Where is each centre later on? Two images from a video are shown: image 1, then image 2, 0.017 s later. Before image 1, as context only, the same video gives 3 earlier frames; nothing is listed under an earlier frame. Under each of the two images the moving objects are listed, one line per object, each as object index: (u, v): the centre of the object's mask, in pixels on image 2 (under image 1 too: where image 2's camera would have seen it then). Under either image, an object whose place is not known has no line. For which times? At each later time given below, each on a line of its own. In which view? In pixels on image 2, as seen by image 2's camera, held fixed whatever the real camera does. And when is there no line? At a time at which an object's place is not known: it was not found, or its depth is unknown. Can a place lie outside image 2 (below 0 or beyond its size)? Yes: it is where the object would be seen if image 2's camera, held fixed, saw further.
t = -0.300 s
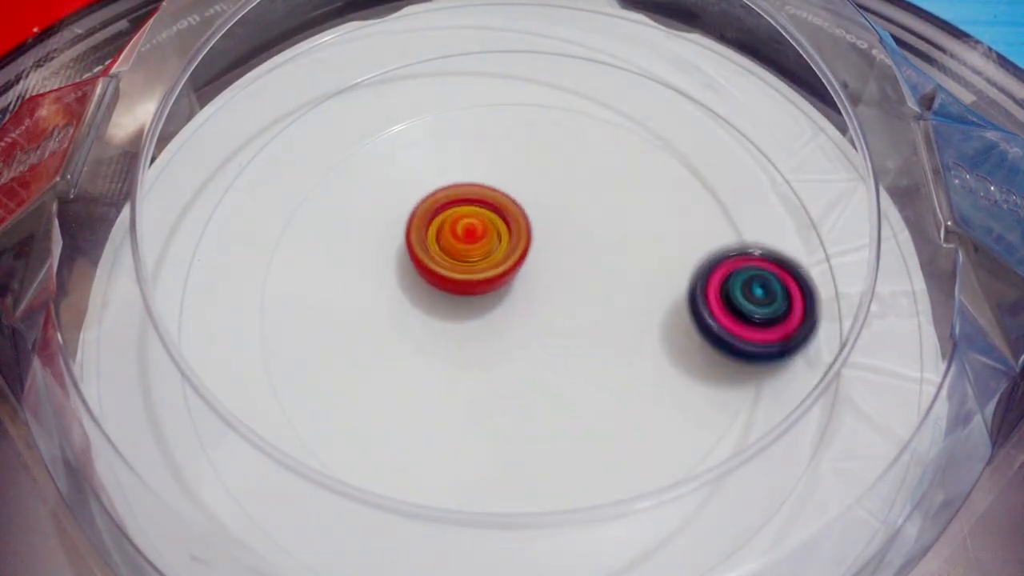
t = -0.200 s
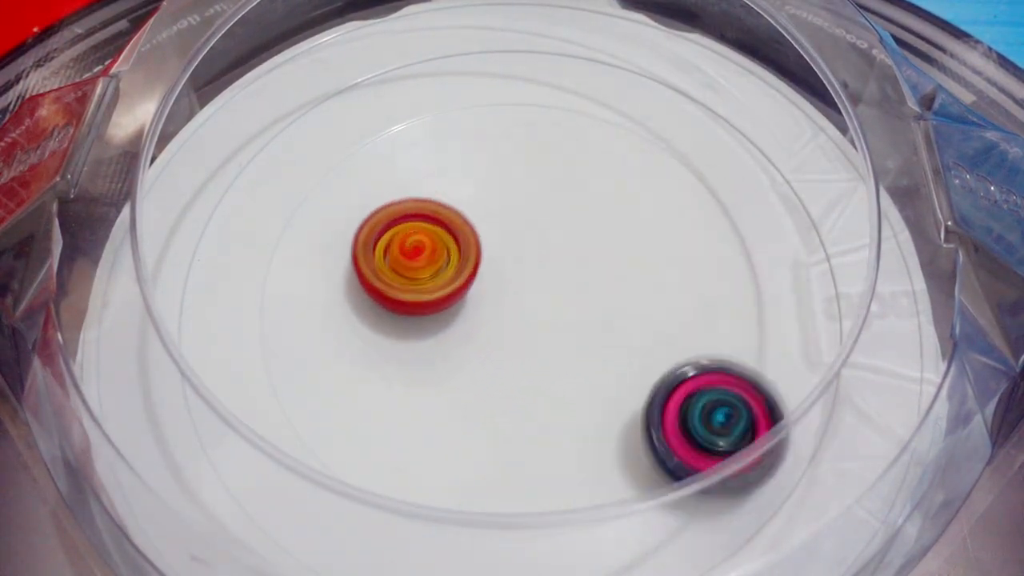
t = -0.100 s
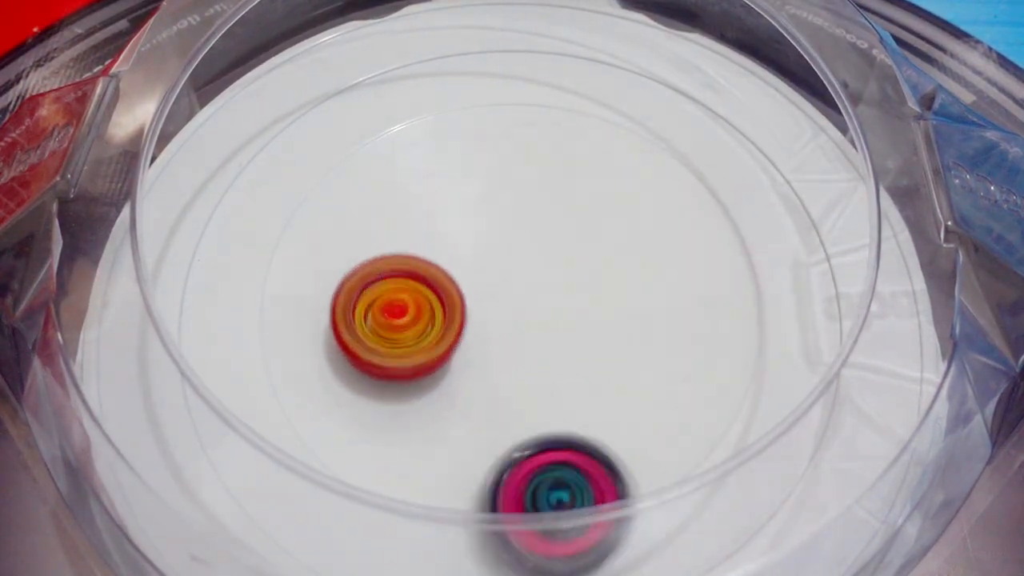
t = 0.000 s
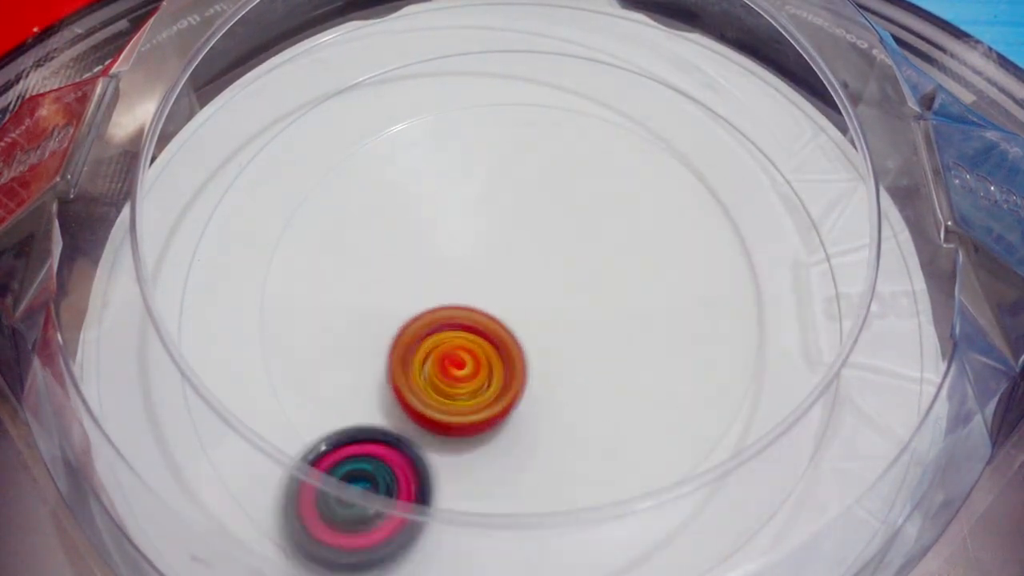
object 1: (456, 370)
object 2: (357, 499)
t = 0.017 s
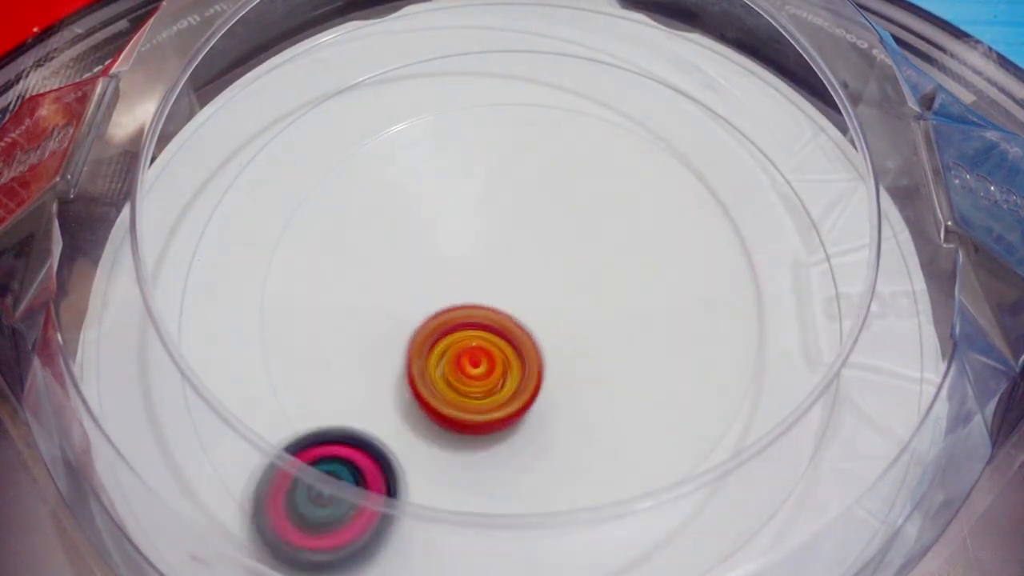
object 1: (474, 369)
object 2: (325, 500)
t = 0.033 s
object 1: (492, 365)
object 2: (294, 502)
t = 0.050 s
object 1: (510, 361)
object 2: (265, 502)
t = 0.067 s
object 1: (529, 353)
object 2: (246, 488)
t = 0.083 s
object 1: (548, 343)
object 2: (235, 466)
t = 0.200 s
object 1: (625, 240)
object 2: (198, 353)
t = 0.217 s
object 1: (628, 223)
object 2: (199, 338)
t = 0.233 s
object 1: (629, 207)
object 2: (197, 326)
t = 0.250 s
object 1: (627, 191)
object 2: (196, 313)
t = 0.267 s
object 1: (623, 175)
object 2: (206, 298)
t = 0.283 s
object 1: (617, 160)
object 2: (203, 288)
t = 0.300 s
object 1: (609, 146)
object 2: (193, 280)
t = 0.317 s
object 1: (600, 132)
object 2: (200, 269)
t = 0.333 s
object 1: (589, 120)
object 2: (199, 259)
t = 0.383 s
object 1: (549, 87)
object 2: (202, 232)
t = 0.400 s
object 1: (533, 78)
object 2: (204, 222)
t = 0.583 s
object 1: (385, 42)
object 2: (271, 147)
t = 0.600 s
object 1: (374, 45)
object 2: (278, 142)
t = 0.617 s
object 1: (364, 49)
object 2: (286, 137)
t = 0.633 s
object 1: (364, 44)
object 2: (279, 155)
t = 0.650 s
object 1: (377, 29)
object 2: (259, 189)
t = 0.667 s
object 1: (394, 27)
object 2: (240, 225)
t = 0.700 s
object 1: (439, 32)
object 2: (207, 299)
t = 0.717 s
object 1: (461, 36)
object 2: (180, 342)
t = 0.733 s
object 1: (483, 41)
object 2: (181, 373)
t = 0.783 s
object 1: (545, 52)
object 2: (229, 479)
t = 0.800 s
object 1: (563, 56)
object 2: (250, 511)
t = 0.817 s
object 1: (582, 60)
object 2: (278, 522)
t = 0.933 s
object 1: (695, 72)
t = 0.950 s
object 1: (706, 73)
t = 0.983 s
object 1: (725, 84)
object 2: (580, 563)
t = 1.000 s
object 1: (732, 89)
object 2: (605, 561)
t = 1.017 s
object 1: (737, 96)
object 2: (628, 558)
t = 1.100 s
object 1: (749, 133)
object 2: (727, 546)
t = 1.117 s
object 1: (753, 138)
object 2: (743, 544)
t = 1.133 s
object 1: (758, 144)
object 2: (758, 542)
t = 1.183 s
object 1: (777, 159)
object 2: (783, 531)
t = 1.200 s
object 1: (785, 163)
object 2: (788, 526)
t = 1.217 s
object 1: (794, 167)
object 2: (791, 522)
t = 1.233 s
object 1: (799, 171)
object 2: (794, 519)
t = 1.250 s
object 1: (801, 176)
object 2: (797, 515)
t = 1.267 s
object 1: (802, 183)
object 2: (798, 511)
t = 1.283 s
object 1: (802, 187)
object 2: (799, 508)
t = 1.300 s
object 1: (802, 193)
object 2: (799, 503)
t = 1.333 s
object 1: (803, 202)
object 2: (795, 496)
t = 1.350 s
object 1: (805, 207)
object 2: (792, 492)
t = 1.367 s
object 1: (808, 211)
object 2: (785, 489)
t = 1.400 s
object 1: (814, 221)
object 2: (767, 480)
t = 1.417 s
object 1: (816, 225)
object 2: (759, 474)
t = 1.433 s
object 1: (816, 230)
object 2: (750, 470)
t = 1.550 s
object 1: (818, 260)
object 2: (696, 455)
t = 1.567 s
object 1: (834, 266)
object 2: (686, 453)
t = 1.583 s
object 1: (834, 270)
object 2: (675, 451)
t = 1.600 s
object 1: (832, 274)
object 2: (655, 439)
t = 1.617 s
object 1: (832, 276)
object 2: (642, 439)
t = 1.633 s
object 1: (831, 280)
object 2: (629, 439)
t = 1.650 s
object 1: (832, 283)
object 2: (615, 438)
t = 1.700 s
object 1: (838, 294)
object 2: (561, 422)
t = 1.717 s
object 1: (837, 296)
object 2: (543, 415)
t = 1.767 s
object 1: (833, 301)
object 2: (488, 392)
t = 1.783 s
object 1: (832, 303)
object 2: (471, 382)
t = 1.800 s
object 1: (833, 306)
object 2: (455, 371)
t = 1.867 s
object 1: (839, 318)
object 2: (409, 317)
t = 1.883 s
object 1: (837, 319)
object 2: (404, 302)
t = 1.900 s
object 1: (835, 319)
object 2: (401, 287)
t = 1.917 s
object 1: (833, 319)
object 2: (401, 271)
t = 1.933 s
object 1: (832, 320)
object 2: (402, 257)
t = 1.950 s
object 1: (831, 322)
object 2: (404, 245)
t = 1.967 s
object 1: (832, 325)
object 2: (410, 232)
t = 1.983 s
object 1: (833, 329)
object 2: (418, 219)
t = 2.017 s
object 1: (836, 338)
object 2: (436, 200)
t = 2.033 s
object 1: (838, 342)
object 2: (447, 192)
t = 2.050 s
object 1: (838, 344)
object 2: (461, 185)
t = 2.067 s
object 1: (836, 346)
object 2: (474, 179)
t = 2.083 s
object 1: (834, 346)
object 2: (489, 175)
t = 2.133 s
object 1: (829, 351)
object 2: (536, 173)
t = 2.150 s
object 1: (828, 354)
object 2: (552, 175)
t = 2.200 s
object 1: (827, 368)
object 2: (600, 192)
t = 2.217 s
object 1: (824, 373)
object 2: (615, 200)
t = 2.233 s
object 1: (832, 382)
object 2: (630, 211)
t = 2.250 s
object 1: (829, 387)
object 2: (645, 223)
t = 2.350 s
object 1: (820, 406)
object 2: (688, 317)
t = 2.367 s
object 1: (818, 409)
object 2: (688, 335)
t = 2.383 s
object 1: (821, 417)
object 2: (682, 351)
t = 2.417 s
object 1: (837, 426)
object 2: (642, 370)
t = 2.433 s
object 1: (857, 444)
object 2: (620, 378)
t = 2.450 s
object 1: (856, 452)
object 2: (599, 385)
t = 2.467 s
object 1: (861, 460)
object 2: (577, 390)
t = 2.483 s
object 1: (863, 467)
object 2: (555, 393)
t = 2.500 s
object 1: (861, 472)
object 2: (532, 395)
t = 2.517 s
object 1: (854, 473)
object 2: (510, 394)
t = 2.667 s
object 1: (795, 500)
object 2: (370, 304)
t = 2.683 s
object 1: (789, 503)
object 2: (365, 288)
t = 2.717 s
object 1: (777, 507)
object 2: (361, 257)
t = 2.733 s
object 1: (772, 509)
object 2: (362, 242)
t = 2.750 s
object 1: (767, 509)
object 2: (365, 228)
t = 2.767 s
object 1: (762, 509)
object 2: (371, 215)
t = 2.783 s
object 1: (756, 508)
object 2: (378, 200)
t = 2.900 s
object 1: (702, 489)
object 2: (464, 137)
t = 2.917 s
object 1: (694, 489)
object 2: (479, 133)
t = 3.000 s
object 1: (652, 492)
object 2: (559, 131)
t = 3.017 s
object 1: (644, 492)
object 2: (574, 135)
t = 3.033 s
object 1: (636, 493)
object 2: (589, 141)
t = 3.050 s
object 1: (629, 493)
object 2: (602, 148)
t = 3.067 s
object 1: (623, 491)
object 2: (616, 157)
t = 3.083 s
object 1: (616, 488)
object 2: (629, 166)
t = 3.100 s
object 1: (610, 484)
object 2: (640, 177)
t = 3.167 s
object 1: (589, 446)
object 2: (670, 230)
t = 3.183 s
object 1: (587, 438)
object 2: (674, 245)
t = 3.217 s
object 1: (583, 415)
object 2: (675, 279)
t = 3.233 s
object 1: (582, 402)
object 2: (673, 297)
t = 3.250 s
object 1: (572, 396)
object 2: (671, 309)
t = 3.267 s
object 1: (549, 406)
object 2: (682, 302)
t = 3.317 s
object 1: (485, 421)
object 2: (701, 285)
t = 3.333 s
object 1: (467, 423)
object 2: (704, 281)
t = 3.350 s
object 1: (449, 425)
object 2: (704, 278)
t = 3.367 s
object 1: (433, 426)
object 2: (703, 275)
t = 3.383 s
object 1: (419, 427)
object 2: (700, 274)
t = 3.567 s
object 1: (343, 417)
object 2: (606, 306)
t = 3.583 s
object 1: (341, 417)
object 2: (592, 310)
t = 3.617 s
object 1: (340, 415)
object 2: (565, 316)
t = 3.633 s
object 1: (341, 414)
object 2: (552, 319)
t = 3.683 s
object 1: (347, 412)
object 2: (514, 319)
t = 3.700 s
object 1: (349, 410)
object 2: (503, 316)
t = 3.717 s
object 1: (353, 408)
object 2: (492, 312)
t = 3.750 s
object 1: (361, 404)
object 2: (473, 302)
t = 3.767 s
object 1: (367, 401)
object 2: (466, 296)
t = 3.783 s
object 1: (372, 397)
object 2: (459, 288)
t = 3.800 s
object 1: (379, 394)
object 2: (453, 281)
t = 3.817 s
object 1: (385, 390)
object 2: (449, 273)
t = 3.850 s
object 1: (397, 382)
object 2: (444, 256)
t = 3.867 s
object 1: (404, 378)
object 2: (443, 247)
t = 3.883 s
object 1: (411, 373)
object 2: (444, 240)
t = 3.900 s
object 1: (418, 368)
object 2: (446, 232)
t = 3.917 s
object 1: (425, 362)
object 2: (449, 226)
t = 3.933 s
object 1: (431, 357)
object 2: (454, 219)
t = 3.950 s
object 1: (438, 351)
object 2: (459, 213)
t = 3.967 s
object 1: (444, 345)
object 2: (465, 207)
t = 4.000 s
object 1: (457, 333)
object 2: (479, 199)
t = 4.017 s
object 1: (464, 325)
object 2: (488, 197)
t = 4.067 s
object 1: (478, 303)
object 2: (515, 193)
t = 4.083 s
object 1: (482, 295)
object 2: (523, 194)
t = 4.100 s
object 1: (483, 292)
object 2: (532, 191)
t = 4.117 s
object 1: (483, 294)
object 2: (543, 184)
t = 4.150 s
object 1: (480, 295)
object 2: (563, 173)
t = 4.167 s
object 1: (478, 295)
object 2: (571, 170)
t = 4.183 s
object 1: (476, 294)
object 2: (580, 169)
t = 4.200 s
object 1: (473, 293)
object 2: (587, 168)
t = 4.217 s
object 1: (469, 291)
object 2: (594, 169)
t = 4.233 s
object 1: (466, 288)
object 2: (600, 171)
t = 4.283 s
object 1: (452, 279)
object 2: (616, 182)
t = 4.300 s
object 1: (447, 277)
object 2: (620, 188)
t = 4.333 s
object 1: (436, 271)
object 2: (626, 200)
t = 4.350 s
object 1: (431, 269)
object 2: (628, 207)
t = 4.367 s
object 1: (425, 267)
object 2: (629, 214)
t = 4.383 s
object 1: (420, 266)
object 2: (628, 222)
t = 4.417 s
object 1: (411, 265)
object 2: (625, 240)
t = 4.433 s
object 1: (407, 265)
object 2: (623, 249)
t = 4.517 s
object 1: (387, 272)
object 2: (592, 295)
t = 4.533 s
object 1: (384, 273)
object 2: (583, 303)
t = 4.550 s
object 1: (382, 275)
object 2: (573, 311)
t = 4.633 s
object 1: (378, 286)
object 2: (508, 331)
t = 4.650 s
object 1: (375, 287)
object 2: (500, 330)
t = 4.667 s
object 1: (364, 284)
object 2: (501, 332)
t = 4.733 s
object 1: (342, 282)
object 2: (504, 330)
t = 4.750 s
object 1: (341, 283)
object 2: (503, 327)
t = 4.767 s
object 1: (342, 286)
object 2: (501, 324)
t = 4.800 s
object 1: (345, 291)
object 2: (497, 316)
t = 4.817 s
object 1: (348, 294)
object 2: (493, 312)
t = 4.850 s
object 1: (356, 298)
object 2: (488, 300)
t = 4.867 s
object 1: (360, 301)
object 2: (487, 294)
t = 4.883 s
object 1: (354, 304)
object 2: (495, 285)
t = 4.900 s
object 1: (350, 308)
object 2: (504, 275)
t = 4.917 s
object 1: (348, 310)
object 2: (513, 267)
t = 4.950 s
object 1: (352, 316)
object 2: (529, 253)
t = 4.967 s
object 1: (356, 319)
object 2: (536, 248)
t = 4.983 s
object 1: (361, 321)
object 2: (542, 244)
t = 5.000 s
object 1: (368, 323)
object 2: (548, 241)
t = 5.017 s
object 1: (375, 325)
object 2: (553, 240)
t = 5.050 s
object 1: (392, 328)
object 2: (564, 241)
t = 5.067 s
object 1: (401, 329)
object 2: (569, 244)
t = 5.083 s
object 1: (412, 329)
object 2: (573, 248)
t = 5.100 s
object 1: (422, 329)
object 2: (577, 254)
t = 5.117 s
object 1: (433, 327)
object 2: (580, 260)
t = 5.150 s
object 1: (457, 323)
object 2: (583, 275)
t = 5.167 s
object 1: (465, 319)
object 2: (585, 282)
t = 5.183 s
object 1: (464, 319)
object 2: (595, 284)
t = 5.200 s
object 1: (462, 318)
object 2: (604, 286)
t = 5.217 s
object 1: (462, 315)
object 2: (611, 289)
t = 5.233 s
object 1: (463, 313)
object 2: (616, 292)
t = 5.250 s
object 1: (465, 310)
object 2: (619, 296)
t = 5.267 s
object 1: (467, 306)
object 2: (620, 300)
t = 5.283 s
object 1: (469, 302)
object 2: (620, 305)
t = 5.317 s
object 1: (472, 294)
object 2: (614, 314)
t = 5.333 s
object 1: (473, 289)
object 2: (609, 318)
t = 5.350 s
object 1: (474, 284)
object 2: (603, 323)
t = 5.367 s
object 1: (474, 279)
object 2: (596, 327)
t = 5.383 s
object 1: (472, 272)
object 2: (590, 333)
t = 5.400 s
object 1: (468, 266)
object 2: (586, 338)
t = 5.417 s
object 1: (464, 259)
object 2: (579, 343)
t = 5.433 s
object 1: (460, 254)
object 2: (572, 347)
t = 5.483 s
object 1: (446, 241)
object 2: (545, 351)
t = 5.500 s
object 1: (442, 238)
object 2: (536, 351)
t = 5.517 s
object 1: (438, 235)
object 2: (528, 349)
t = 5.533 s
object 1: (433, 234)
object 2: (520, 347)
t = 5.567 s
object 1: (425, 233)
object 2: (505, 342)
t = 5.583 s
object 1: (421, 233)
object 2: (498, 338)
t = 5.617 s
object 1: (412, 233)
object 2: (488, 330)
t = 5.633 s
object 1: (405, 228)
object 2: (489, 331)
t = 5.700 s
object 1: (383, 210)
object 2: (491, 328)
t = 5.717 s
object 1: (379, 208)
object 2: (491, 324)
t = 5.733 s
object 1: (374, 206)
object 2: (491, 320)
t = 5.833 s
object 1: (356, 206)
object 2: (493, 292)
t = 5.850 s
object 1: (356, 208)
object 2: (494, 288)
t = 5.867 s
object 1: (356, 209)
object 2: (494, 284)
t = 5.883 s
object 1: (355, 211)
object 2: (495, 281)
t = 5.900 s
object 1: (357, 214)
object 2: (497, 278)
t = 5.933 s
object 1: (361, 219)
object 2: (501, 274)
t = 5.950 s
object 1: (364, 222)
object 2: (502, 272)
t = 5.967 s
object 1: (367, 226)
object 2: (504, 271)
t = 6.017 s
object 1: (382, 237)
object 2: (510, 268)
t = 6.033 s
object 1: (387, 241)
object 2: (512, 268)
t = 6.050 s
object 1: (391, 243)
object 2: (517, 268)
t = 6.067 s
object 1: (383, 242)
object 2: (530, 269)
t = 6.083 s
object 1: (378, 244)
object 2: (544, 272)
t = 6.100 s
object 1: (373, 245)
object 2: (555, 274)
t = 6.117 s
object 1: (371, 247)
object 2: (565, 276)
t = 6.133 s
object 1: (369, 249)
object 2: (574, 279)
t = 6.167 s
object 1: (371, 255)
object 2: (585, 285)
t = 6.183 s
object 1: (372, 258)
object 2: (588, 289)
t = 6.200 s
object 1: (375, 262)
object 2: (590, 293)
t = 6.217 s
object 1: (378, 265)
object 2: (590, 297)
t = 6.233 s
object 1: (382, 268)
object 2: (588, 301)
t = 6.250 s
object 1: (387, 271)
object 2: (584, 305)
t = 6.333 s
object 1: (421, 287)
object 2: (553, 323)
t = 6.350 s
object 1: (424, 288)
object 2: (551, 326)
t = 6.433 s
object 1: (424, 287)
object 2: (562, 332)
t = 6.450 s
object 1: (428, 288)
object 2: (559, 332)
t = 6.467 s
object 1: (432, 288)
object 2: (558, 331)
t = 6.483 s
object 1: (426, 285)
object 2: (564, 331)
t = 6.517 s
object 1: (420, 281)
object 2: (573, 329)
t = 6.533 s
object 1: (419, 279)
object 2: (575, 328)
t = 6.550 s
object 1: (418, 279)
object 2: (576, 326)
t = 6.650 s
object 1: (427, 277)
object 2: (556, 320)
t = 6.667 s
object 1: (429, 277)
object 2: (552, 319)
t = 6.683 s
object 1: (426, 275)
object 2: (553, 318)
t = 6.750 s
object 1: (419, 270)
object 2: (557, 318)
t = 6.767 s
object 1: (418, 269)
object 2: (556, 318)
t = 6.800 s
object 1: (418, 268)
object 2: (553, 317)
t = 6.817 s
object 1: (419, 268)
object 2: (552, 316)
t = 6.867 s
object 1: (424, 267)
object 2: (548, 313)
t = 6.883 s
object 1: (425, 267)
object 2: (546, 312)
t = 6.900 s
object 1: (426, 266)
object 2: (547, 310)
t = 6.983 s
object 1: (427, 264)
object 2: (552, 303)
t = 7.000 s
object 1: (424, 262)
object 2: (556, 301)
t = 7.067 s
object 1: (416, 257)
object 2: (565, 297)
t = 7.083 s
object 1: (415, 256)
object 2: (566, 297)
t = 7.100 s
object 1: (414, 256)
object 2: (566, 296)
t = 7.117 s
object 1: (414, 255)
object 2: (565, 296)
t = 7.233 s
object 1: (426, 257)
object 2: (555, 295)
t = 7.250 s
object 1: (429, 258)
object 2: (552, 295)
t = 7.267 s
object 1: (427, 257)
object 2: (554, 294)
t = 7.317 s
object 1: (415, 254)
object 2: (565, 293)
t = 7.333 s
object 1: (413, 254)
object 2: (566, 293)
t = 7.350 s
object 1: (411, 254)
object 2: (566, 293)
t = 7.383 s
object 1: (412, 255)
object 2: (565, 292)
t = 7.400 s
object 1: (412, 256)
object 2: (564, 292)
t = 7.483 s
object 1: (422, 262)
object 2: (551, 291)
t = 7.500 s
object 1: (423, 262)
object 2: (549, 291)
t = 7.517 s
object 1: (417, 262)
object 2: (555, 290)
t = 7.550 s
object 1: (408, 261)
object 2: (564, 290)
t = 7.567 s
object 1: (405, 263)
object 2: (567, 289)
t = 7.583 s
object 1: (406, 264)
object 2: (568, 290)
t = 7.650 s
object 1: (410, 271)
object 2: (563, 291)
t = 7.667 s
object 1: (413, 274)
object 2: (560, 291)
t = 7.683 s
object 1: (417, 275)
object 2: (557, 292)
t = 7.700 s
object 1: (420, 277)
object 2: (553, 291)
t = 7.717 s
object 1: (424, 279)
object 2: (551, 291)
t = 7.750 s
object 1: (416, 282)
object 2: (560, 287)
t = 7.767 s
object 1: (412, 284)
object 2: (563, 285)
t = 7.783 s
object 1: (412, 287)
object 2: (566, 283)
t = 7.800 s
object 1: (413, 288)
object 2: (567, 282)
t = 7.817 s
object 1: (414, 290)
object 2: (568, 282)
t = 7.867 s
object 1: (426, 296)
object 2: (566, 282)
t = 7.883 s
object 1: (430, 299)
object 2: (564, 282)
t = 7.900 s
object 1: (436, 300)
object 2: (562, 283)
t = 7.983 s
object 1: (438, 303)
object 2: (568, 285)
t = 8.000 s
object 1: (441, 303)
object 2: (568, 287)
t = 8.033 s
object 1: (440, 305)
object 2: (569, 287)
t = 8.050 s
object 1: (441, 305)
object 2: (568, 287)
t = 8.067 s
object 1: (440, 306)
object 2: (568, 287)
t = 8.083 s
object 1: (439, 308)
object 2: (568, 287)
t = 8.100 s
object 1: (439, 308)
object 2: (567, 287)
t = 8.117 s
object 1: (439, 309)
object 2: (565, 287)
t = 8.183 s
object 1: (417, 316)
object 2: (575, 281)
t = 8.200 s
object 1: (414, 317)
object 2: (576, 280)
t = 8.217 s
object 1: (412, 319)
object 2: (575, 280)
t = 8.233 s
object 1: (412, 322)
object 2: (574, 281)
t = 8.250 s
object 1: (411, 324)
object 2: (571, 281)
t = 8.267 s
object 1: (411, 326)
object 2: (568, 282)
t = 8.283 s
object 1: (413, 328)
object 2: (565, 282)
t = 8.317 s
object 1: (416, 331)
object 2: (557, 284)
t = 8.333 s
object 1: (420, 332)
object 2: (553, 284)
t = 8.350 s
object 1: (423, 332)
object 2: (550, 285)
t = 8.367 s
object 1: (427, 333)
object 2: (545, 284)
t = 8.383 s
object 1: (432, 333)
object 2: (543, 282)
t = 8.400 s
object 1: (433, 334)
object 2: (540, 280)
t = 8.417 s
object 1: (434, 336)
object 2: (540, 277)
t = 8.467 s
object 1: (442, 340)
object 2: (537, 268)
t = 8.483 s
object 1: (444, 340)
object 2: (536, 266)
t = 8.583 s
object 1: (462, 340)
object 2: (536, 251)
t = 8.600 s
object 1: (465, 340)
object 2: (537, 249)
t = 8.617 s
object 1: (469, 338)
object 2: (536, 247)
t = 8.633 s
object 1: (471, 337)
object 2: (537, 246)
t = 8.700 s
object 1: (480, 333)
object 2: (540, 239)
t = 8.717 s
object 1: (480, 332)
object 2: (542, 238)
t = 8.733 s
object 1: (480, 333)
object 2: (543, 236)
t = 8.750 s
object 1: (481, 333)
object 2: (544, 235)
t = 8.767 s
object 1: (481, 332)
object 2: (546, 234)
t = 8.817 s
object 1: (484, 328)
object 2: (547, 235)
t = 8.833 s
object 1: (484, 328)
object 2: (548, 235)
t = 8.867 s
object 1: (481, 330)
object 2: (551, 234)
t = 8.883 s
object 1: (480, 332)
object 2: (552, 233)
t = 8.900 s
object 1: (479, 333)
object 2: (552, 234)
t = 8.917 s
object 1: (478, 335)
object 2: (553, 235)
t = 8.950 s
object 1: (478, 336)
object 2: (552, 239)
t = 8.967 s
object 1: (478, 337)
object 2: (551, 242)
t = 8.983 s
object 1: (479, 337)
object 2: (549, 244)
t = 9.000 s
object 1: (479, 337)
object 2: (549, 247)
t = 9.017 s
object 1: (478, 339)
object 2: (546, 249)
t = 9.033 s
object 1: (477, 341)
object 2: (546, 249)
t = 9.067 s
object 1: (477, 344)
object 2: (542, 251)
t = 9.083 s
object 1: (478, 346)
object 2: (540, 252)
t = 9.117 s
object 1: (477, 354)
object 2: (535, 250)
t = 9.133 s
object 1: (477, 358)
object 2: (533, 249)
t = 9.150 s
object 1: (479, 360)
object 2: (529, 249)
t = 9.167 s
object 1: (480, 362)
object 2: (527, 249)
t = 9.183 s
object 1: (483, 365)
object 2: (523, 249)
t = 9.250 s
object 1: (494, 366)
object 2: (511, 252)
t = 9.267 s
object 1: (497, 366)
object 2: (508, 252)
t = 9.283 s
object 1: (500, 364)
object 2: (505, 252)
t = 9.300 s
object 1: (503, 363)
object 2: (503, 252)
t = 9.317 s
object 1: (506, 361)
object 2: (499, 252)
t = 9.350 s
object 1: (511, 357)
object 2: (493, 252)
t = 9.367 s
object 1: (516, 359)
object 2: (490, 248)
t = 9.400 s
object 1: (524, 360)
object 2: (484, 243)
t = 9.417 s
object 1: (527, 358)
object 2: (481, 241)
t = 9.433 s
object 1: (530, 355)
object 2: (479, 239)
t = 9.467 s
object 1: (536, 348)
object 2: (477, 237)
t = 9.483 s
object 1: (538, 344)
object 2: (477, 236)
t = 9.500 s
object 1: (539, 339)
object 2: (477, 235)
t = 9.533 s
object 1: (540, 328)
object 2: (476, 233)
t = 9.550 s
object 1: (540, 325)
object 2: (476, 231)
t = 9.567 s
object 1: (546, 328)
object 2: (473, 225)
